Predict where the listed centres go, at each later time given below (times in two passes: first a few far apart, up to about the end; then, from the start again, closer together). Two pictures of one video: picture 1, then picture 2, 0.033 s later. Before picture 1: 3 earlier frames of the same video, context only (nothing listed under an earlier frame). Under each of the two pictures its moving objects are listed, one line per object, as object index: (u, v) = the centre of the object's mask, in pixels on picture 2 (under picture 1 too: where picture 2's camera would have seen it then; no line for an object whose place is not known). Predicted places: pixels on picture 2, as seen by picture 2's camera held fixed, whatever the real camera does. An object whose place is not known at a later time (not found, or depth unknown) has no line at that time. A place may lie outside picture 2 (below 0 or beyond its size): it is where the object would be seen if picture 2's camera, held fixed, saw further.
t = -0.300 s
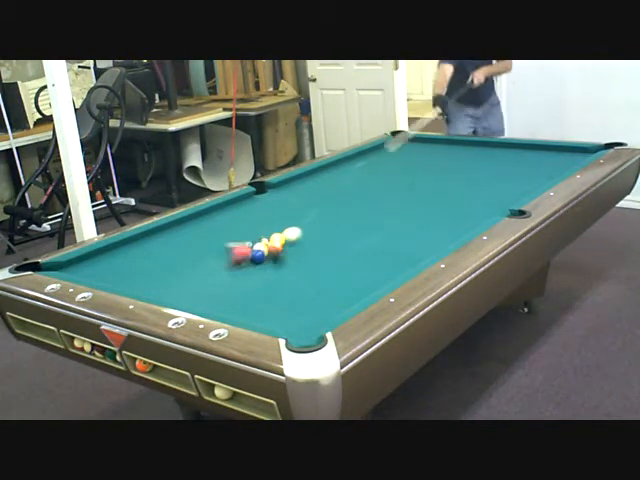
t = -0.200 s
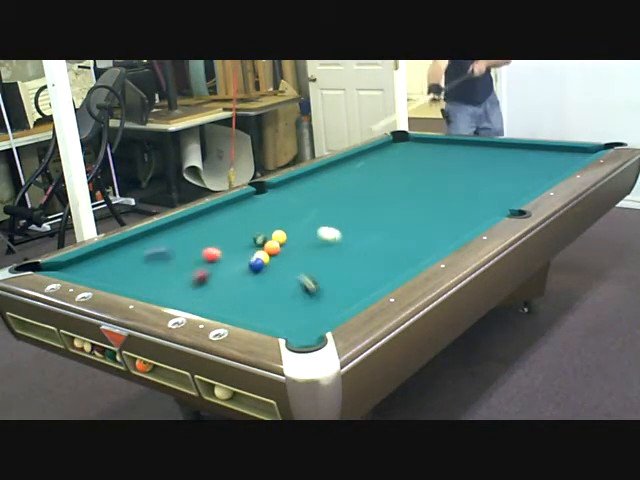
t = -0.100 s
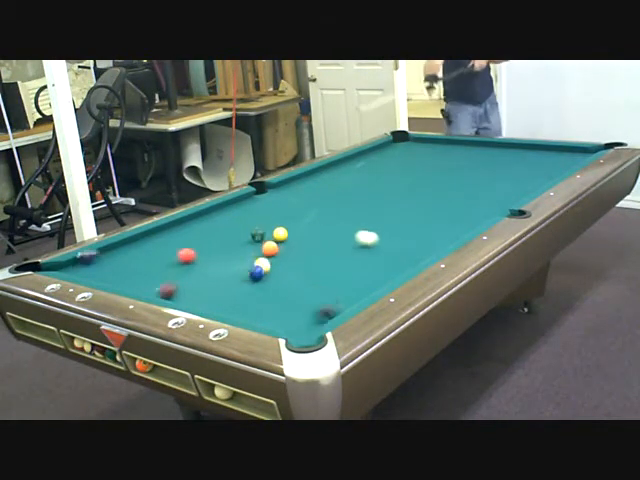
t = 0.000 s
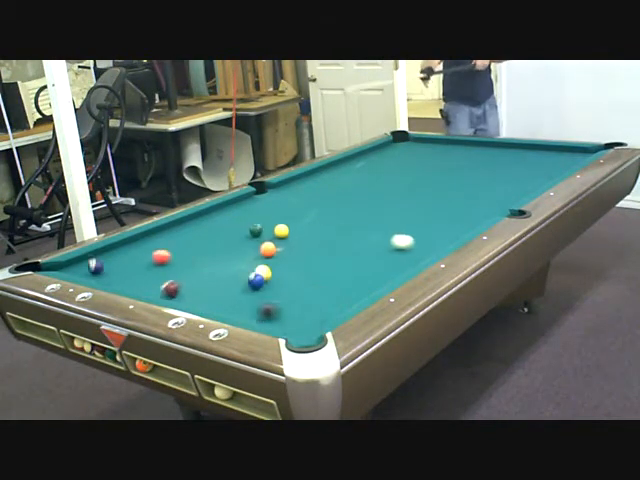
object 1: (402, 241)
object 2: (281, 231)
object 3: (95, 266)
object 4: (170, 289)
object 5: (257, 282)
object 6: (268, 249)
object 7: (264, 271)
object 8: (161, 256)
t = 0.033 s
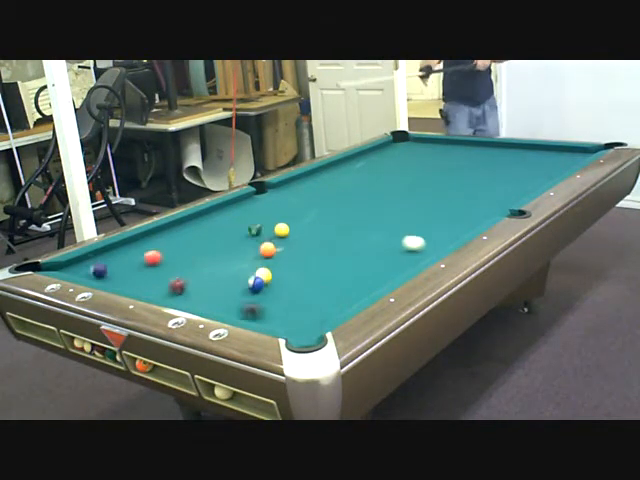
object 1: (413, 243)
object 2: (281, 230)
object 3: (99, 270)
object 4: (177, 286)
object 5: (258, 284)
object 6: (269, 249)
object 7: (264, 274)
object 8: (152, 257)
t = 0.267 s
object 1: (400, 247)
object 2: (284, 223)
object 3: (137, 286)
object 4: (218, 265)
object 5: (256, 305)
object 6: (264, 251)
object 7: (266, 294)
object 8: (97, 260)
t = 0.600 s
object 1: (296, 263)
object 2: (288, 214)
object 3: (165, 287)
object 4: (266, 239)
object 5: (280, 321)
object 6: (260, 253)
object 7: (289, 310)
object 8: (75, 270)
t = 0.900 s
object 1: (209, 275)
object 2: (291, 207)
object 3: (188, 287)
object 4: (303, 222)
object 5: (321, 319)
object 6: (257, 254)
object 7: (326, 309)
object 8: (100, 275)
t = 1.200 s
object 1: (189, 265)
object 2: (292, 200)
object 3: (183, 295)
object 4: (335, 206)
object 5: (316, 319)
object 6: (257, 254)
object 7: (349, 300)
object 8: (130, 275)
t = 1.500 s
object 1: (169, 257)
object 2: (292, 194)
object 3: (213, 285)
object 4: (362, 191)
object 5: (310, 317)
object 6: (257, 253)
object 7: (356, 292)
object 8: (159, 275)
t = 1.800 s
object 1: (152, 250)
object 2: (307, 189)
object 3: (240, 275)
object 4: (387, 180)
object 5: (305, 316)
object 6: (257, 253)
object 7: (360, 284)
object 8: (186, 275)
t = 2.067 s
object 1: (138, 244)
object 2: (320, 184)
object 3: (262, 269)
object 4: (405, 170)
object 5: (304, 316)
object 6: (257, 253)
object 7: (364, 278)
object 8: (208, 275)
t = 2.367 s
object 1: (136, 239)
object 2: (332, 180)
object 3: (283, 262)
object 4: (424, 161)
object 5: (303, 315)
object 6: (257, 253)
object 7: (368, 272)
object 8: (233, 275)
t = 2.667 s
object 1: (158, 237)
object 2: (343, 176)
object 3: (302, 256)
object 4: (440, 152)
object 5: (303, 315)
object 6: (257, 253)
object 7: (370, 268)
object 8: (255, 275)
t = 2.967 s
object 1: (178, 236)
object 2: (353, 173)
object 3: (318, 251)
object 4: (453, 145)
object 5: (303, 315)
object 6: (257, 253)
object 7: (372, 264)
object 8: (275, 275)
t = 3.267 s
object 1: (195, 234)
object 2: (361, 169)
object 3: (332, 247)
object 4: (458, 143)
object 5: (303, 315)
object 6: (257, 253)
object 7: (374, 261)
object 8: (294, 276)
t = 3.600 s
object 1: (213, 233)
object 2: (369, 167)
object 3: (345, 243)
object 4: (446, 147)
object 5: (303, 315)
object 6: (257, 254)
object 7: (374, 260)
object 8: (312, 276)
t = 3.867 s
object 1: (225, 232)
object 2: (374, 165)
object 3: (354, 241)
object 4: (436, 150)
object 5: (303, 315)
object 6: (257, 253)
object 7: (374, 259)
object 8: (324, 277)
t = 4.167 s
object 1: (237, 231)
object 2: (379, 163)
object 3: (362, 238)
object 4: (427, 154)
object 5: (303, 315)
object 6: (257, 253)
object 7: (375, 259)
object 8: (337, 277)
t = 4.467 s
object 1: (247, 231)
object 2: (383, 162)
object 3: (368, 236)
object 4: (418, 157)
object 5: (303, 315)
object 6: (257, 253)
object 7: (375, 259)
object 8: (347, 277)
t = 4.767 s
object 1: (255, 230)
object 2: (386, 160)
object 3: (374, 235)
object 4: (410, 160)
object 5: (303, 315)
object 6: (257, 253)
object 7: (375, 259)
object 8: (356, 277)
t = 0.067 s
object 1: (424, 244)
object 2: (282, 229)
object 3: (103, 273)
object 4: (183, 283)
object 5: (257, 287)
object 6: (268, 249)
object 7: (265, 277)
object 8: (144, 258)
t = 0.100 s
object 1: (434, 246)
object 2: (282, 228)
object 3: (105, 275)
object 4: (189, 279)
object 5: (255, 289)
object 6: (267, 250)
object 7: (265, 280)
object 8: (136, 258)
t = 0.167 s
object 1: (428, 247)
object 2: (283, 226)
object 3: (113, 281)
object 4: (201, 274)
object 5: (255, 296)
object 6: (267, 250)
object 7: (265, 286)
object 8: (120, 259)
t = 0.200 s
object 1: (419, 247)
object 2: (283, 225)
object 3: (119, 283)
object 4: (206, 270)
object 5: (255, 299)
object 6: (265, 250)
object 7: (265, 288)
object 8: (112, 259)
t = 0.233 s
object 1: (410, 247)
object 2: (284, 224)
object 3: (127, 285)
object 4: (212, 268)
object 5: (257, 303)
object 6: (264, 251)
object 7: (266, 291)
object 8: (104, 260)
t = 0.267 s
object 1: (400, 247)
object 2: (284, 223)
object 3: (137, 286)
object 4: (218, 265)
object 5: (256, 305)
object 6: (264, 251)
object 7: (266, 294)
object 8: (97, 260)
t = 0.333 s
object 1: (381, 249)
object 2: (285, 221)
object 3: (145, 288)
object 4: (228, 259)
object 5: (254, 312)
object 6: (263, 251)
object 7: (266, 301)
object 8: (80, 261)
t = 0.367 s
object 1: (371, 250)
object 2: (285, 220)
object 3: (139, 289)
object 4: (233, 257)
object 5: (254, 314)
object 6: (263, 252)
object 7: (267, 304)
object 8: (73, 262)
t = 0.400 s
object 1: (360, 252)
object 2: (286, 219)
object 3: (140, 288)
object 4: (238, 254)
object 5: (255, 315)
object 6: (262, 252)
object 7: (267, 307)
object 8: (71, 263)
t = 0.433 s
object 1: (350, 253)
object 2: (286, 218)
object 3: (144, 288)
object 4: (243, 252)
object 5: (256, 317)
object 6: (262, 252)
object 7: (268, 309)
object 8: (71, 264)
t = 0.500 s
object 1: (328, 257)
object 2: (287, 217)
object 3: (153, 289)
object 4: (252, 246)
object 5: (265, 319)
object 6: (261, 252)
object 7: (275, 310)
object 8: (73, 267)
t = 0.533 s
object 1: (318, 259)
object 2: (287, 216)
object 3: (158, 289)
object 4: (257, 242)
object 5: (270, 321)
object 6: (261, 253)
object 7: (280, 310)
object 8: (74, 268)
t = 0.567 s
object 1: (307, 261)
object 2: (287, 215)
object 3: (162, 289)
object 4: (262, 241)
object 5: (276, 321)
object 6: (260, 253)
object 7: (285, 310)
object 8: (74, 269)
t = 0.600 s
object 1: (296, 263)
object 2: (288, 214)
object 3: (165, 287)
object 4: (266, 239)
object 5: (280, 321)
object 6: (260, 253)
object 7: (289, 310)
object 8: (75, 270)
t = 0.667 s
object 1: (274, 267)
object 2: (288, 213)
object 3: (173, 286)
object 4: (275, 236)
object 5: (289, 322)
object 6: (259, 253)
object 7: (297, 310)
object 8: (76, 272)
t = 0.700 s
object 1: (263, 268)
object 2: (289, 212)
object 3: (177, 286)
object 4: (279, 233)
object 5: (294, 321)
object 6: (259, 253)
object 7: (302, 310)
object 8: (79, 273)
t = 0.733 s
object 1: (251, 270)
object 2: (289, 211)
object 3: (181, 285)
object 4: (284, 231)
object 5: (300, 322)
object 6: (259, 253)
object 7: (306, 310)
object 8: (82, 273)
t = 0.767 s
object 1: (240, 272)
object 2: (289, 210)
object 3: (185, 284)
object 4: (288, 230)
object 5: (305, 322)
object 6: (258, 253)
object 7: (310, 310)
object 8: (86, 273)
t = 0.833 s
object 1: (219, 276)
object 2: (290, 209)
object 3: (194, 283)
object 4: (295, 225)
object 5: (315, 321)
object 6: (258, 254)
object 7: (318, 309)
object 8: (93, 274)
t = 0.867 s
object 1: (210, 276)
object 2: (290, 208)
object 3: (194, 284)
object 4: (299, 224)
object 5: (319, 320)
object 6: (258, 254)
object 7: (322, 309)
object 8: (96, 275)
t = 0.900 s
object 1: (209, 275)
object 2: (291, 207)
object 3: (188, 287)
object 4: (303, 222)
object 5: (321, 319)
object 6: (257, 254)
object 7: (326, 309)
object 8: (100, 275)
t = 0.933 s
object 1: (208, 273)
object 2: (291, 207)
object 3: (183, 291)
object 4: (308, 219)
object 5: (322, 319)
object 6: (257, 254)
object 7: (330, 308)
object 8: (103, 275)
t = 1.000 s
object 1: (203, 271)
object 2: (292, 205)
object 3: (175, 294)
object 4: (314, 216)
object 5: (321, 319)
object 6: (257, 253)
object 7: (338, 307)
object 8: (110, 275)
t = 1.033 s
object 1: (201, 270)
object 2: (292, 204)
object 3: (171, 295)
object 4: (318, 214)
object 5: (321, 319)
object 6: (257, 254)
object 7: (341, 306)
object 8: (113, 275)
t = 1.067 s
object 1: (198, 269)
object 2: (293, 203)
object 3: (169, 296)
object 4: (321, 213)
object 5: (319, 320)
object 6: (257, 254)
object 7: (345, 304)
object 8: (117, 275)
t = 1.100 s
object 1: (196, 268)
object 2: (293, 202)
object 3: (172, 295)
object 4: (325, 211)
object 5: (318, 319)
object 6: (257, 254)
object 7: (347, 303)
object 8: (120, 275)
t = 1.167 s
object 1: (191, 266)
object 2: (292, 200)
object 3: (179, 295)
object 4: (332, 207)
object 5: (316, 320)
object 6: (257, 253)
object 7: (349, 301)
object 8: (127, 275)
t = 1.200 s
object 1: (189, 265)
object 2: (292, 200)
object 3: (183, 295)
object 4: (335, 206)
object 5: (316, 319)
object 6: (257, 254)
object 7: (349, 300)
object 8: (130, 275)
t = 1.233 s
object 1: (186, 264)
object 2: (293, 200)
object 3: (186, 294)
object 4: (338, 204)
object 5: (315, 319)
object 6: (257, 253)
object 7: (350, 299)
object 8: (133, 275)
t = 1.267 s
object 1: (184, 263)
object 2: (292, 199)
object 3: (189, 293)
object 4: (341, 202)
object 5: (314, 319)
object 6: (257, 253)
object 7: (351, 298)
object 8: (136, 275)
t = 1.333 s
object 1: (180, 261)
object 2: (291, 198)
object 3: (197, 290)
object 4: (348, 200)
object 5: (312, 318)
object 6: (257, 253)
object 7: (353, 296)
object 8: (143, 274)
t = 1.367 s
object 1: (177, 261)
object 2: (290, 197)
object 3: (200, 289)
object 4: (351, 197)
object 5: (312, 318)
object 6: (257, 253)
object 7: (353, 295)
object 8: (146, 274)
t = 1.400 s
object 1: (175, 260)
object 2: (290, 196)
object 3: (204, 288)
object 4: (354, 196)
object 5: (311, 318)
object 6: (257, 253)
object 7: (354, 295)
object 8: (149, 275)
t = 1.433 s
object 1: (173, 259)
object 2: (289, 196)
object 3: (207, 287)
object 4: (357, 195)
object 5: (311, 318)
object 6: (257, 253)
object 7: (354, 294)
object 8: (152, 275)
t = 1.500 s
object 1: (169, 257)
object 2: (292, 194)
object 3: (213, 285)
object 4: (362, 191)
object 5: (310, 317)
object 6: (257, 253)
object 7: (356, 292)
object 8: (159, 275)
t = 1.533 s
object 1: (167, 256)
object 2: (294, 193)
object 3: (216, 283)
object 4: (365, 190)
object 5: (309, 317)
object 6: (257, 253)
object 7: (356, 291)
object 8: (161, 275)
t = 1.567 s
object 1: (165, 255)
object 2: (295, 193)
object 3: (220, 282)
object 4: (368, 189)
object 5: (308, 317)
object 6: (257, 253)
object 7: (357, 290)
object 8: (164, 275)
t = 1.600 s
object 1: (163, 254)
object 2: (297, 192)
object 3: (223, 281)
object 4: (371, 187)
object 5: (308, 317)
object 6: (257, 253)
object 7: (357, 289)
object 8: (168, 275)
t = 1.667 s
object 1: (159, 253)
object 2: (301, 191)
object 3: (229, 280)
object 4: (375, 186)
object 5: (307, 316)
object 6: (257, 253)
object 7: (358, 287)
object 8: (173, 275)
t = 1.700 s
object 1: (157, 252)
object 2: (302, 190)
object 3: (232, 279)
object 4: (378, 184)
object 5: (306, 317)
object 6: (257, 253)
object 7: (359, 286)
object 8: (177, 275)
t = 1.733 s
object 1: (155, 251)
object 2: (304, 190)
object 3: (234, 278)
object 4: (381, 182)
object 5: (306, 316)
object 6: (257, 253)
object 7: (359, 286)
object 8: (179, 275)
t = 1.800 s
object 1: (152, 250)
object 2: (307, 189)
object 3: (240, 275)
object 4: (387, 180)
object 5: (305, 316)
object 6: (257, 253)
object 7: (360, 284)
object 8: (186, 275)
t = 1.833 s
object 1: (150, 249)
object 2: (309, 188)
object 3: (243, 275)
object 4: (389, 178)
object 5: (305, 316)
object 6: (257, 253)
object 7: (361, 283)
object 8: (188, 275)
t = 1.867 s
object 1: (148, 248)
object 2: (310, 187)
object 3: (246, 274)
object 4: (391, 177)
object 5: (305, 316)
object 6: (257, 254)
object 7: (361, 282)
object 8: (192, 275)
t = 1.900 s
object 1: (146, 247)
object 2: (312, 187)
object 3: (249, 273)
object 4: (394, 176)
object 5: (305, 316)
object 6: (257, 253)
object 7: (362, 281)
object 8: (194, 275)
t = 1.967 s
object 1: (143, 246)
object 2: (315, 186)
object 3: (254, 272)
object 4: (398, 173)
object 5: (305, 315)
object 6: (257, 253)
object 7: (363, 280)
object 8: (200, 275)
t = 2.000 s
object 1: (141, 245)
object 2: (317, 185)
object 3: (256, 271)
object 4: (400, 172)
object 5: (304, 315)
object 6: (257, 253)
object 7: (363, 279)
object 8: (203, 275)
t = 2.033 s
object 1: (139, 245)
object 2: (318, 185)
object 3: (259, 270)
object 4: (403, 172)
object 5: (304, 315)
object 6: (257, 253)
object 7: (364, 279)
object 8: (206, 275)
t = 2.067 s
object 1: (138, 244)
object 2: (320, 184)
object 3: (262, 269)
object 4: (405, 170)
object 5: (304, 316)
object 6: (257, 253)
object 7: (364, 278)
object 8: (208, 275)
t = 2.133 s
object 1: (135, 242)
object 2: (323, 183)
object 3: (267, 267)
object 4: (410, 168)
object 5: (304, 315)
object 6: (257, 253)
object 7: (365, 277)
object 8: (214, 275)
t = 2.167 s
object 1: (133, 242)
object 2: (324, 183)
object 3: (270, 267)
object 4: (411, 167)
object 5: (304, 315)
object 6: (257, 253)
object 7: (365, 276)
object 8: (217, 275)
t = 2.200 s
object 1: (132, 241)
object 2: (325, 182)
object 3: (272, 266)
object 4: (413, 166)
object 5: (303, 315)
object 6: (258, 254)
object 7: (366, 275)
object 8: (219, 275)
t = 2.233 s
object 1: (130, 240)
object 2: (327, 181)
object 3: (274, 265)
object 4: (416, 165)
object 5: (303, 315)
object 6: (257, 253)
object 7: (366, 275)
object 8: (221, 275)
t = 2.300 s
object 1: (131, 240)
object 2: (329, 181)
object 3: (279, 264)
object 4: (420, 163)
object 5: (303, 315)
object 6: (257, 253)
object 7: (367, 274)
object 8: (227, 275)
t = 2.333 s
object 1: (134, 239)
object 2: (331, 180)
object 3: (281, 263)
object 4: (422, 161)
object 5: (303, 315)
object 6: (257, 253)
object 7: (367, 273)
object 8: (230, 275)
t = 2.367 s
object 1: (136, 239)
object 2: (332, 180)
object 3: (283, 262)
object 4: (424, 161)
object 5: (303, 315)
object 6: (257, 253)
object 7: (368, 272)
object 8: (233, 275)
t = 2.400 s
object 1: (139, 239)
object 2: (333, 179)
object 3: (286, 261)
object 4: (426, 160)
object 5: (303, 315)
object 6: (257, 253)
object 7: (368, 272)
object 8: (235, 275)
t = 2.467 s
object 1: (144, 239)
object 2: (336, 178)
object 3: (290, 260)
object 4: (429, 158)
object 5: (303, 315)
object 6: (257, 254)
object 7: (369, 271)
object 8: (240, 275)
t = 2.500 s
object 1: (146, 238)
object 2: (337, 178)
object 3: (292, 260)
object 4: (431, 157)
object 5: (303, 315)
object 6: (257, 253)
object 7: (369, 270)
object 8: (243, 275)
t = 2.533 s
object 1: (149, 238)
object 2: (338, 178)
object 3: (294, 259)
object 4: (433, 157)
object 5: (303, 315)
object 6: (257, 253)
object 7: (369, 270)
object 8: (246, 275)
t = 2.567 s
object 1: (151, 238)
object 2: (339, 177)
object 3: (296, 259)
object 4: (435, 155)
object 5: (303, 315)
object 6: (257, 254)
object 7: (370, 269)
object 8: (248, 275)
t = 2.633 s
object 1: (156, 238)
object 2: (342, 176)
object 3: (300, 257)
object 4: (438, 153)
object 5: (303, 315)
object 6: (257, 253)
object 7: (370, 268)
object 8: (253, 275)
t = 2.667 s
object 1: (158, 237)
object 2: (343, 176)
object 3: (302, 256)
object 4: (440, 152)
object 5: (303, 315)
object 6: (257, 253)
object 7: (370, 268)
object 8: (255, 275)
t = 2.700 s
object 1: (160, 237)
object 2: (344, 175)
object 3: (304, 255)
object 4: (442, 152)
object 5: (303, 315)
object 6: (257, 253)
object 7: (371, 267)
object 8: (257, 275)
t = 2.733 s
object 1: (163, 237)
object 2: (345, 175)
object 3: (306, 255)
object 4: (443, 151)
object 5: (303, 315)
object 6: (257, 253)
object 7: (371, 267)
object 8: (260, 275)
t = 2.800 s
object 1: (167, 237)
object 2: (347, 174)
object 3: (310, 254)
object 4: (446, 149)
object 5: (303, 315)
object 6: (257, 254)
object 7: (371, 266)
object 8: (264, 275)
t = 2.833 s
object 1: (169, 236)
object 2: (349, 174)
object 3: (312, 254)
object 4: (448, 149)
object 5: (303, 315)
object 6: (257, 253)
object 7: (372, 266)
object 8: (267, 275)
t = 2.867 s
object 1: (172, 236)
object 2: (350, 174)
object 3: (314, 253)
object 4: (450, 147)
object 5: (303, 315)
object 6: (257, 253)
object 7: (372, 265)
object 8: (268, 275)
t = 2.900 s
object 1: (174, 236)
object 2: (350, 173)
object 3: (315, 253)
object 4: (451, 146)
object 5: (303, 315)
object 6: (257, 253)
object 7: (372, 265)
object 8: (271, 275)
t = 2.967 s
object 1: (178, 236)
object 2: (353, 173)
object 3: (318, 251)
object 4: (453, 145)
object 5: (303, 315)
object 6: (257, 253)
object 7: (372, 264)
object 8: (275, 275)
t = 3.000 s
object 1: (180, 236)
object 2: (354, 172)
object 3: (320, 251)
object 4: (456, 145)
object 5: (303, 315)
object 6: (257, 253)
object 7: (372, 264)
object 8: (277, 275)
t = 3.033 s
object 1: (182, 235)
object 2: (355, 172)
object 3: (322, 250)
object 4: (457, 144)
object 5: (303, 315)
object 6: (257, 254)
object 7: (373, 264)
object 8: (279, 276)
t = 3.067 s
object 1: (184, 235)
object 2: (356, 171)
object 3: (323, 249)
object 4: (459, 143)
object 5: (303, 315)
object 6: (257, 253)
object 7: (373, 263)
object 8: (281, 275)
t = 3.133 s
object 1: (188, 235)
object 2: (357, 170)
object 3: (326, 248)
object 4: (461, 142)
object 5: (303, 315)
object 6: (257, 253)
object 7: (373, 263)
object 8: (286, 276)
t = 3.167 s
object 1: (190, 235)
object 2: (358, 170)
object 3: (328, 248)
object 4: (460, 142)
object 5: (303, 315)
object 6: (257, 253)
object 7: (373, 262)
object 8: (288, 275)
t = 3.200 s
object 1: (192, 235)
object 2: (359, 170)
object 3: (329, 248)
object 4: (459, 143)
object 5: (303, 315)
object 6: (257, 253)
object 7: (373, 262)
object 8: (290, 275)
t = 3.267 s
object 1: (195, 234)
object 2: (361, 169)
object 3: (332, 247)
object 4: (458, 143)
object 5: (303, 315)
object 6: (257, 253)
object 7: (374, 261)
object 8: (294, 276)
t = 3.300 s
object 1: (197, 234)
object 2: (362, 169)
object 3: (334, 247)
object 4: (456, 143)
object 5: (303, 315)
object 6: (257, 253)
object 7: (374, 261)
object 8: (296, 276)
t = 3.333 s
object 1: (199, 234)
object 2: (362, 169)
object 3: (335, 247)
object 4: (454, 144)
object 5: (303, 315)
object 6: (257, 253)
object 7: (374, 261)
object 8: (297, 276)
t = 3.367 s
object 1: (201, 234)
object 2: (363, 168)
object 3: (336, 246)
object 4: (453, 144)
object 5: (303, 315)
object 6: (257, 253)
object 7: (374, 261)
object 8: (299, 276)
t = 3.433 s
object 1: (204, 234)
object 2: (365, 168)
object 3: (339, 245)
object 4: (451, 145)
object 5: (303, 315)
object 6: (257, 253)
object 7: (374, 261)
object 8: (303, 276)
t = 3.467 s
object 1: (206, 234)
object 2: (366, 168)
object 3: (340, 244)
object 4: (450, 146)
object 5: (303, 315)
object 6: (257, 253)
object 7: (374, 261)
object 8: (305, 276)
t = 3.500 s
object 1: (208, 233)
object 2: (366, 167)
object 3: (342, 244)
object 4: (449, 146)
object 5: (303, 315)
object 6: (257, 253)
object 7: (374, 260)
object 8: (306, 276)
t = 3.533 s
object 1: (209, 233)
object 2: (367, 167)
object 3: (343, 243)
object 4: (448, 146)
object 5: (303, 315)
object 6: (257, 253)
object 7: (374, 260)
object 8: (309, 276)
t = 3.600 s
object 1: (213, 233)
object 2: (369, 167)
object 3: (345, 243)
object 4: (446, 147)
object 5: (303, 315)
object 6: (257, 254)
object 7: (374, 260)
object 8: (312, 276)
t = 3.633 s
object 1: (214, 233)
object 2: (369, 166)
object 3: (347, 242)
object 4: (445, 147)
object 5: (303, 315)
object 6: (257, 253)
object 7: (374, 260)
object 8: (313, 276)
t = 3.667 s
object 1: (216, 233)
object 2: (370, 166)
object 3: (348, 242)
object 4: (444, 148)
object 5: (303, 315)
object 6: (257, 253)
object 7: (374, 260)
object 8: (315, 276)
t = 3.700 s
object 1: (218, 233)
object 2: (371, 166)
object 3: (349, 242)
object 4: (443, 149)
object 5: (303, 315)
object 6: (257, 254)
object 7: (374, 260)
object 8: (316, 277)
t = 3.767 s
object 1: (221, 232)
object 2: (372, 165)
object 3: (351, 241)
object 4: (440, 148)
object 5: (303, 315)
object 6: (257, 253)
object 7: (374, 259)
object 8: (320, 276)
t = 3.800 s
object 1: (222, 232)
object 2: (373, 165)
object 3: (352, 241)
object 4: (439, 149)
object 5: (303, 315)
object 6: (257, 253)
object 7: (374, 259)
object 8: (321, 277)
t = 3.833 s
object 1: (224, 232)
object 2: (373, 165)
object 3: (353, 240)
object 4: (437, 149)
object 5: (303, 315)
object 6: (257, 253)
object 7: (374, 259)
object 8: (323, 277)
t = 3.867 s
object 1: (225, 232)
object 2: (374, 165)
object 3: (354, 241)
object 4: (436, 150)
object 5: (303, 315)
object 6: (257, 253)
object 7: (374, 259)
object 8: (324, 277)
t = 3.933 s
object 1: (228, 232)
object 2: (375, 164)
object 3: (356, 240)
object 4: (434, 151)
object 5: (303, 315)
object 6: (257, 254)
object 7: (375, 259)
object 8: (327, 277)
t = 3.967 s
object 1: (229, 232)
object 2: (376, 164)
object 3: (357, 239)
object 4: (433, 152)
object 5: (303, 315)
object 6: (257, 253)
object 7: (375, 259)
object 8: (329, 277)
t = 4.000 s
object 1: (231, 232)
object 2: (376, 164)
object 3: (358, 239)
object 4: (433, 153)
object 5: (303, 315)
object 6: (257, 253)
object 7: (375, 259)
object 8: (330, 277)
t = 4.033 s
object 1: (232, 232)
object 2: (377, 164)
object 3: (358, 239)
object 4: (432, 152)
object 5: (303, 315)
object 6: (257, 253)
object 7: (375, 259)
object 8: (331, 277)
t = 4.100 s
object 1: (234, 231)
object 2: (378, 163)
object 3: (360, 238)
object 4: (429, 153)
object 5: (303, 315)
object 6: (257, 253)
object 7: (375, 259)
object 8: (334, 276)
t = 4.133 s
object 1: (236, 231)
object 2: (379, 163)
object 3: (361, 238)
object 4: (428, 153)
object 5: (303, 315)
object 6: (257, 253)
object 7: (375, 259)
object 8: (336, 277)
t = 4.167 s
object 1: (237, 231)
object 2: (379, 163)
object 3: (362, 238)
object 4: (427, 154)
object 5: (303, 315)
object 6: (257, 253)
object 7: (375, 259)
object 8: (337, 277)
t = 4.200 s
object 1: (238, 231)
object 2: (380, 163)
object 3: (362, 237)
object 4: (426, 155)
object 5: (303, 315)
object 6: (257, 253)
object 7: (375, 259)
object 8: (338, 277)
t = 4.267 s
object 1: (240, 231)
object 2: (380, 162)
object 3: (364, 237)
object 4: (424, 156)
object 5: (303, 315)
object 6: (257, 253)
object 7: (375, 259)
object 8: (341, 277)
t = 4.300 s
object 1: (242, 231)
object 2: (381, 162)
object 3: (364, 237)
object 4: (423, 156)
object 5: (303, 315)
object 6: (257, 253)
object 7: (375, 259)
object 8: (342, 277)
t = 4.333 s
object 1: (243, 231)
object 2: (381, 162)
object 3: (365, 237)
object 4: (422, 157)
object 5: (303, 315)
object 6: (257, 253)
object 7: (375, 259)
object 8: (343, 277)
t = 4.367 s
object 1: (244, 231)
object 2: (382, 162)
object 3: (366, 236)
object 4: (421, 157)
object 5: (303, 315)
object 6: (257, 254)
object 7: (375, 259)
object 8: (344, 277)
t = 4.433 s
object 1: (246, 231)
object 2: (383, 162)
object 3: (367, 236)
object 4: (419, 157)
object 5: (303, 315)
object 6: (257, 253)
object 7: (375, 259)
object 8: (346, 277)
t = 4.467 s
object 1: (247, 231)
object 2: (383, 162)
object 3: (368, 236)
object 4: (418, 157)
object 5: (303, 315)
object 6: (257, 253)
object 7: (375, 259)
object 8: (347, 277)
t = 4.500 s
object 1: (248, 231)
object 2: (384, 161)
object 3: (369, 236)
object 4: (417, 158)
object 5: (303, 315)
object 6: (257, 253)
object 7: (375, 259)
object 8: (348, 277)
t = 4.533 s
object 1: (249, 230)
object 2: (384, 161)
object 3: (369, 236)
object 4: (416, 158)
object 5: (303, 315)
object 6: (257, 253)
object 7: (375, 259)
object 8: (350, 277)
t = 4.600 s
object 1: (251, 230)
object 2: (385, 161)
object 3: (371, 235)
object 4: (415, 159)
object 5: (303, 315)
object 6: (257, 254)
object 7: (375, 259)
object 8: (351, 277)
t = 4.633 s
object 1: (252, 230)
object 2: (385, 161)
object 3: (371, 235)
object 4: (414, 159)
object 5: (303, 315)
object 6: (257, 253)
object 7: (375, 259)
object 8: (353, 277)
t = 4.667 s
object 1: (253, 230)
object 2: (385, 161)
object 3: (372, 235)
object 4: (413, 160)
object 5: (303, 315)
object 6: (257, 254)
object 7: (375, 259)
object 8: (353, 277)
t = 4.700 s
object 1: (254, 230)
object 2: (385, 160)
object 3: (373, 235)
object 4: (412, 160)
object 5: (303, 315)
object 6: (257, 253)
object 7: (375, 259)
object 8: (354, 277)
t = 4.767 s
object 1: (255, 230)
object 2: (386, 160)
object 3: (374, 235)
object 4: (410, 160)
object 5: (303, 315)
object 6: (257, 253)
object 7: (375, 259)
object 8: (356, 277)
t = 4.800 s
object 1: (256, 230)
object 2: (386, 160)
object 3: (374, 234)
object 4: (410, 161)
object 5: (303, 315)
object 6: (257, 253)
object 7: (375, 259)
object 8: (357, 277)
